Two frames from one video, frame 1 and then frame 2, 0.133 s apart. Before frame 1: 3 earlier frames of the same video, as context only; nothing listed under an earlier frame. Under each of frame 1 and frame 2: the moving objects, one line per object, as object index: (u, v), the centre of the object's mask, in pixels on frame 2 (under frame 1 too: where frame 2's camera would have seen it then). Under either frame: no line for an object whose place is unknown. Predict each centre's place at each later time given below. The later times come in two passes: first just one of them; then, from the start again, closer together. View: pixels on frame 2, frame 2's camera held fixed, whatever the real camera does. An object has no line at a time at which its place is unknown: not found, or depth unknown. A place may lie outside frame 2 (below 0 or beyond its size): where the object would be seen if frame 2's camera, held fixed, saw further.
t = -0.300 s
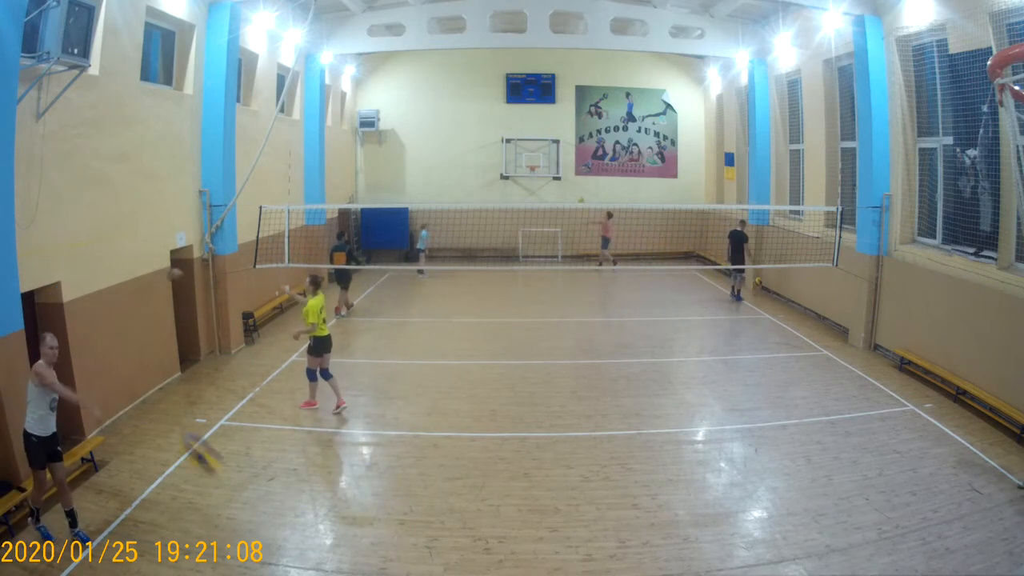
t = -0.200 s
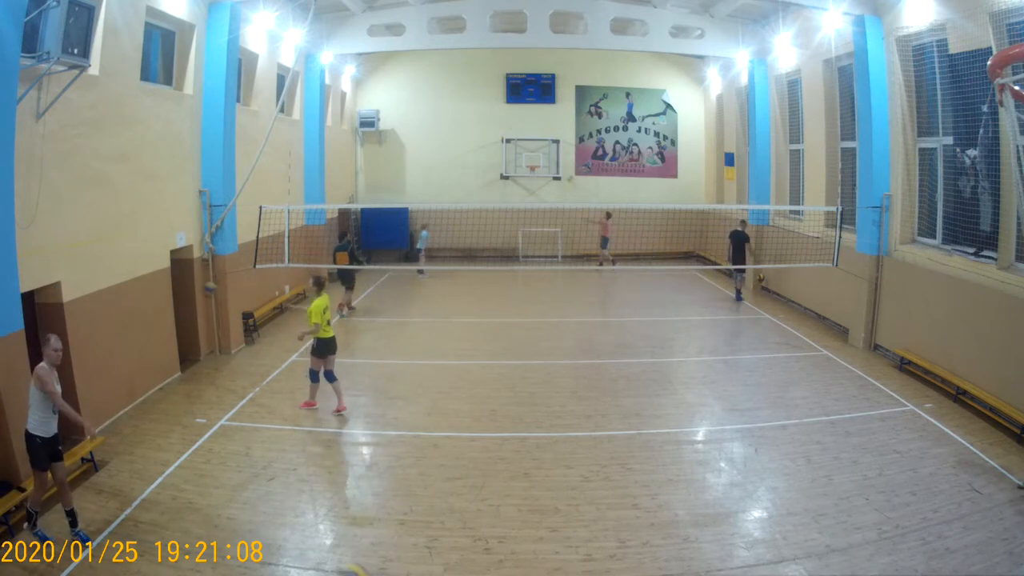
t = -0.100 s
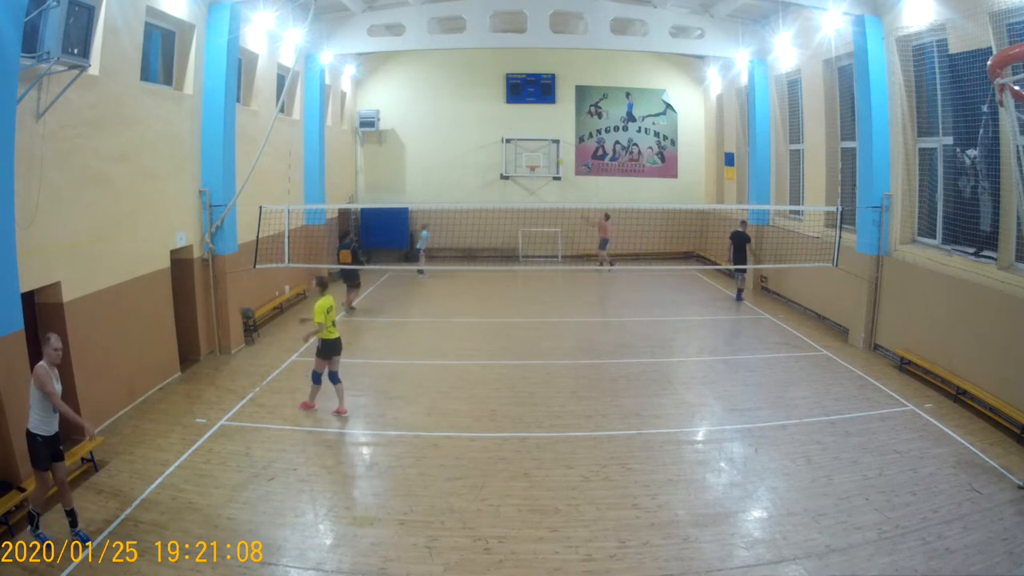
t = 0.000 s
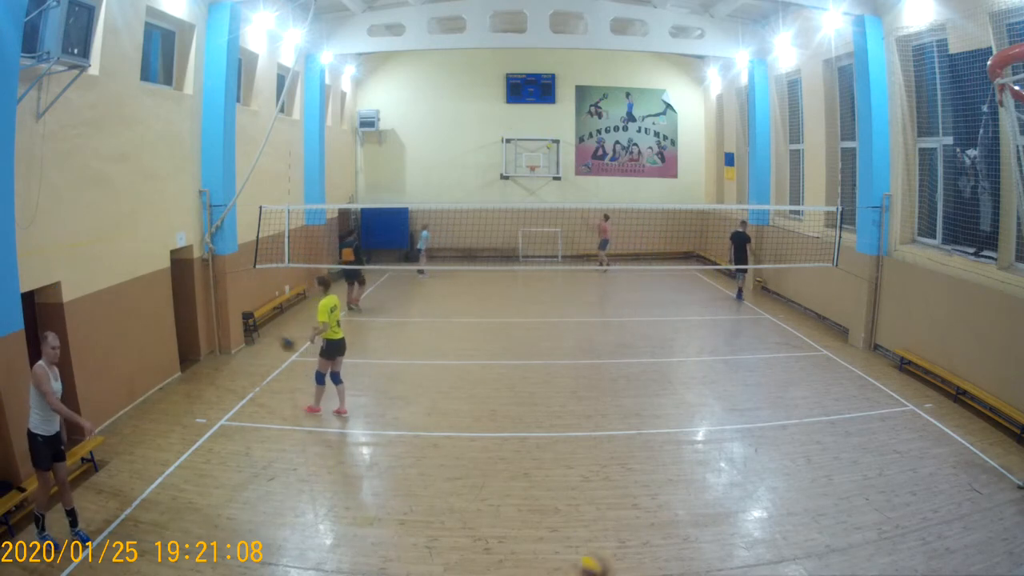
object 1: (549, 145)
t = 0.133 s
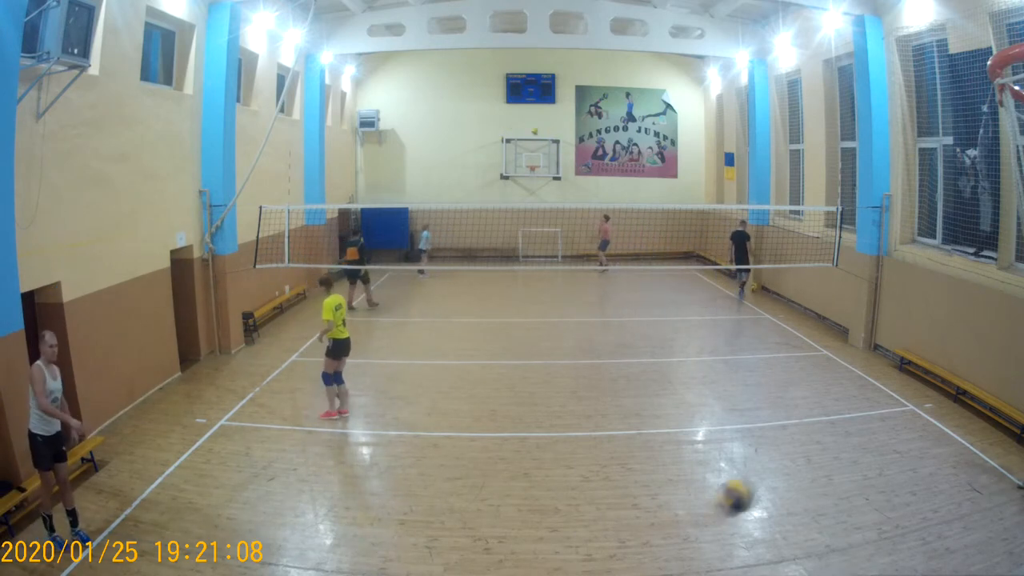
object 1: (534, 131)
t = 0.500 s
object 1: (498, 124)
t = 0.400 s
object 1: (508, 121)
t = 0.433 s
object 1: (504, 122)
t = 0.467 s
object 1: (501, 122)
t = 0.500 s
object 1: (498, 124)
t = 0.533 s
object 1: (494, 125)
